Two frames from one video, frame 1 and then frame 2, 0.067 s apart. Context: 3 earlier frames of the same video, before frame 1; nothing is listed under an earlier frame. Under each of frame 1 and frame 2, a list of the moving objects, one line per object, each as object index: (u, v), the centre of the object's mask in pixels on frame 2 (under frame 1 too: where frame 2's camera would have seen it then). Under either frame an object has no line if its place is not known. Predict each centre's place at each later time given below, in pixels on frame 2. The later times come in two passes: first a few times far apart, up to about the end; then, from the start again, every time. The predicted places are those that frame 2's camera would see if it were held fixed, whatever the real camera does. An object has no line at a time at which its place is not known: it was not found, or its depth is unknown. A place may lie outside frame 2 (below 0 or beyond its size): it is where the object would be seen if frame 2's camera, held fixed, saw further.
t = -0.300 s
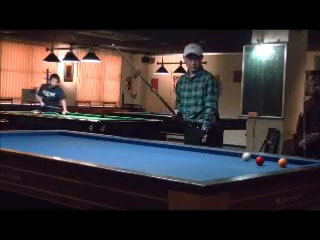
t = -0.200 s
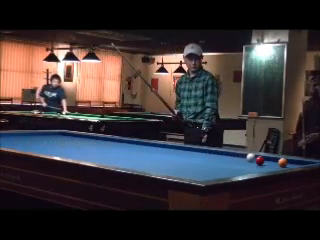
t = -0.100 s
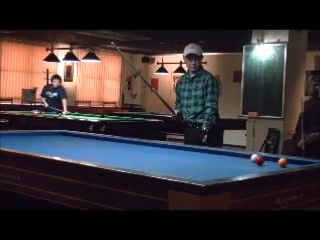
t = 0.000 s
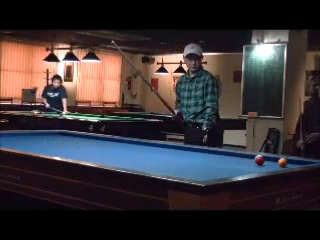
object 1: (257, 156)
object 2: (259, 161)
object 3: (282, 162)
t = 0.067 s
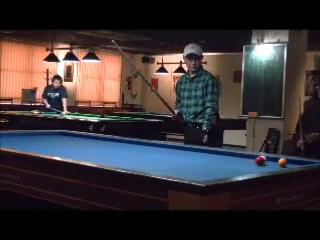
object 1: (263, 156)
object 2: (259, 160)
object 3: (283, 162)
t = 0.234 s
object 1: (270, 160)
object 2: (258, 161)
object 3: (283, 162)
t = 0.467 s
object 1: (277, 161)
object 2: (257, 161)
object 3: (286, 163)
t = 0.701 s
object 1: (281, 161)
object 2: (256, 161)
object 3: (293, 163)
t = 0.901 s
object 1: (284, 162)
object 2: (255, 162)
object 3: (298, 163)
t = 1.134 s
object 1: (287, 161)
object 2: (254, 163)
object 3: (301, 163)
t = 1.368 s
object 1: (289, 162)
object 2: (253, 163)
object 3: (298, 163)
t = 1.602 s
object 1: (291, 160)
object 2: (252, 163)
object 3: (294, 163)
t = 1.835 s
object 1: (291, 161)
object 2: (249, 165)
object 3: (292, 163)
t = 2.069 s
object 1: (295, 160)
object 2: (248, 165)
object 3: (291, 163)
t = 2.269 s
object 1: (296, 162)
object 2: (247, 166)
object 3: (287, 163)
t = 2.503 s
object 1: (296, 162)
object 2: (246, 167)
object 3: (285, 163)
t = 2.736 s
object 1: (293, 161)
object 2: (239, 166)
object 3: (278, 163)
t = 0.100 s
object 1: (264, 158)
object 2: (259, 160)
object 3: (282, 162)
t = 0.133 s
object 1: (265, 159)
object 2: (258, 160)
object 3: (282, 162)
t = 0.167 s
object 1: (267, 160)
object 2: (259, 160)
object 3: (283, 162)
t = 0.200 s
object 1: (268, 160)
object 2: (259, 160)
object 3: (282, 162)
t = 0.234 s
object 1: (270, 160)
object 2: (258, 161)
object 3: (283, 162)
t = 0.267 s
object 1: (272, 160)
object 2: (258, 161)
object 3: (282, 162)
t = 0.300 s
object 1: (273, 161)
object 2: (258, 161)
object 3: (282, 162)
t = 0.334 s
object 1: (274, 161)
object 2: (258, 161)
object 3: (283, 162)
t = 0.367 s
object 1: (275, 161)
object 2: (258, 161)
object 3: (284, 162)
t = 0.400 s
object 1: (276, 161)
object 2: (258, 161)
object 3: (285, 162)
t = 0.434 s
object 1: (276, 161)
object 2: (257, 161)
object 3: (285, 162)
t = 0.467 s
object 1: (277, 161)
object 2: (257, 161)
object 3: (286, 163)
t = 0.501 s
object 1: (277, 161)
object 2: (257, 161)
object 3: (287, 163)
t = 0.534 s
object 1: (278, 161)
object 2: (257, 161)
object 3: (288, 163)
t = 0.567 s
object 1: (279, 161)
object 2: (257, 161)
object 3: (289, 163)
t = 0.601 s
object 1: (279, 161)
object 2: (257, 162)
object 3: (290, 163)
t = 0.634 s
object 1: (280, 161)
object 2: (256, 162)
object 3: (291, 163)
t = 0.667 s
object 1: (280, 161)
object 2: (256, 161)
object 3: (292, 163)
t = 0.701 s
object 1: (281, 161)
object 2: (256, 161)
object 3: (293, 163)
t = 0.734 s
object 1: (281, 161)
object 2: (256, 162)
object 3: (294, 163)
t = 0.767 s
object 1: (281, 161)
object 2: (256, 162)
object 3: (295, 163)
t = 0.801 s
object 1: (282, 161)
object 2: (256, 162)
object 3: (296, 163)
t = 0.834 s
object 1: (282, 161)
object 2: (255, 162)
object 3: (297, 163)
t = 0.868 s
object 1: (283, 161)
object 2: (255, 162)
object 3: (297, 163)
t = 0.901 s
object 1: (284, 162)
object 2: (255, 162)
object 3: (298, 163)
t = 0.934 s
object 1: (284, 162)
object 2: (255, 162)
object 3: (299, 163)
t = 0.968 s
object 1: (285, 161)
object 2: (254, 162)
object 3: (300, 163)
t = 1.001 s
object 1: (285, 161)
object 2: (254, 162)
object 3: (300, 163)
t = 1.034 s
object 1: (286, 161)
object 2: (254, 163)
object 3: (301, 163)
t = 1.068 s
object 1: (286, 161)
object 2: (254, 163)
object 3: (301, 163)
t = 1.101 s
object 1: (286, 161)
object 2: (254, 163)
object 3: (301, 163)
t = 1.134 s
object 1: (287, 161)
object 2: (254, 163)
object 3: (301, 163)
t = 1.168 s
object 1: (287, 162)
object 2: (253, 163)
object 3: (301, 163)
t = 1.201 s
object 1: (287, 161)
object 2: (253, 163)
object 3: (300, 163)
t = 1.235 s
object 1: (287, 161)
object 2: (253, 163)
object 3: (299, 163)
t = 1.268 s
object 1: (287, 161)
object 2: (253, 163)
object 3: (299, 163)
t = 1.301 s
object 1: (288, 161)
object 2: (253, 163)
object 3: (299, 164)
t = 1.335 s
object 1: (288, 161)
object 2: (253, 163)
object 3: (298, 163)
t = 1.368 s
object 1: (289, 162)
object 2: (253, 163)
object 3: (298, 163)
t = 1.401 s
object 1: (289, 161)
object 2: (252, 163)
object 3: (297, 163)
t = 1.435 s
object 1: (289, 161)
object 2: (252, 163)
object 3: (297, 163)
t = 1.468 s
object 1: (289, 161)
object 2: (252, 163)
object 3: (296, 163)
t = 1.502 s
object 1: (289, 161)
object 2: (252, 163)
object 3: (296, 163)
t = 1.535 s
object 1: (289, 161)
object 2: (252, 163)
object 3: (295, 163)
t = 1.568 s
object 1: (290, 161)
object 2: (252, 163)
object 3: (295, 163)
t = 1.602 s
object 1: (291, 160)
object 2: (252, 163)
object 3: (294, 163)
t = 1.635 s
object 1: (291, 160)
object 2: (251, 163)
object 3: (294, 163)
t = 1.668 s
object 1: (291, 160)
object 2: (251, 164)
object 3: (293, 163)
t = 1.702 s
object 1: (292, 161)
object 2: (250, 165)
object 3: (293, 163)
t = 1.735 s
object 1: (292, 161)
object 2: (250, 164)
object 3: (293, 163)
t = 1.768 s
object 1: (292, 161)
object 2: (250, 165)
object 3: (293, 163)
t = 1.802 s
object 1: (291, 161)
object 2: (249, 165)
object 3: (292, 163)
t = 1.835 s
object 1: (291, 161)
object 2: (249, 165)
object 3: (292, 163)
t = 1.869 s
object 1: (292, 161)
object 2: (249, 165)
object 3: (291, 163)
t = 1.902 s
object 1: (294, 159)
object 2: (249, 165)
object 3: (291, 163)
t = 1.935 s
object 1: (294, 159)
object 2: (249, 165)
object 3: (292, 163)
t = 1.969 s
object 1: (294, 159)
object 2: (249, 165)
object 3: (292, 163)
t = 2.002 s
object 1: (295, 160)
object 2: (249, 165)
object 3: (292, 163)
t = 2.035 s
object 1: (295, 160)
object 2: (249, 165)
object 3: (291, 163)
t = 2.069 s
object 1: (295, 160)
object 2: (248, 165)
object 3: (291, 163)
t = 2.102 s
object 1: (295, 160)
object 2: (248, 165)
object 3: (291, 163)
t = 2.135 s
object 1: (295, 161)
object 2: (247, 166)
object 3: (290, 164)
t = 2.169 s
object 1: (295, 161)
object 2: (247, 166)
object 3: (287, 163)
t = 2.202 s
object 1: (295, 162)
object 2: (247, 166)
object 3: (287, 163)
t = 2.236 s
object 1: (295, 162)
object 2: (247, 166)
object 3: (286, 163)
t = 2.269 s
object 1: (296, 162)
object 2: (247, 166)
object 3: (287, 163)
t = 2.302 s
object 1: (296, 162)
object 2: (247, 166)
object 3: (287, 163)
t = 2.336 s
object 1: (296, 162)
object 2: (247, 166)
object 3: (286, 163)
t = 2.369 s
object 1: (294, 162)
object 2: (245, 166)
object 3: (284, 163)
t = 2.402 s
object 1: (295, 162)
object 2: (245, 166)
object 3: (284, 163)
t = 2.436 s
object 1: (295, 162)
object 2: (245, 166)
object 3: (285, 163)
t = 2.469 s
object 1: (296, 162)
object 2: (246, 166)
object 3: (285, 163)
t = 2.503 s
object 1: (296, 162)
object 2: (246, 167)
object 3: (285, 163)
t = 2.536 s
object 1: (297, 161)
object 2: (246, 166)
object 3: (285, 162)
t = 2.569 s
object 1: (296, 161)
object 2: (246, 166)
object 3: (285, 162)
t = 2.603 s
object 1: (296, 161)
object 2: (245, 166)
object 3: (283, 163)
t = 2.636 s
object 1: (297, 161)
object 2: (245, 166)
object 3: (283, 163)
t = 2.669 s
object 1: (296, 162)
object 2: (245, 167)
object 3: (283, 164)
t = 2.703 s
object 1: (297, 162)
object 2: (245, 167)
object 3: (283, 163)
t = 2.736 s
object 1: (293, 161)
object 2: (239, 166)
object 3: (278, 163)
